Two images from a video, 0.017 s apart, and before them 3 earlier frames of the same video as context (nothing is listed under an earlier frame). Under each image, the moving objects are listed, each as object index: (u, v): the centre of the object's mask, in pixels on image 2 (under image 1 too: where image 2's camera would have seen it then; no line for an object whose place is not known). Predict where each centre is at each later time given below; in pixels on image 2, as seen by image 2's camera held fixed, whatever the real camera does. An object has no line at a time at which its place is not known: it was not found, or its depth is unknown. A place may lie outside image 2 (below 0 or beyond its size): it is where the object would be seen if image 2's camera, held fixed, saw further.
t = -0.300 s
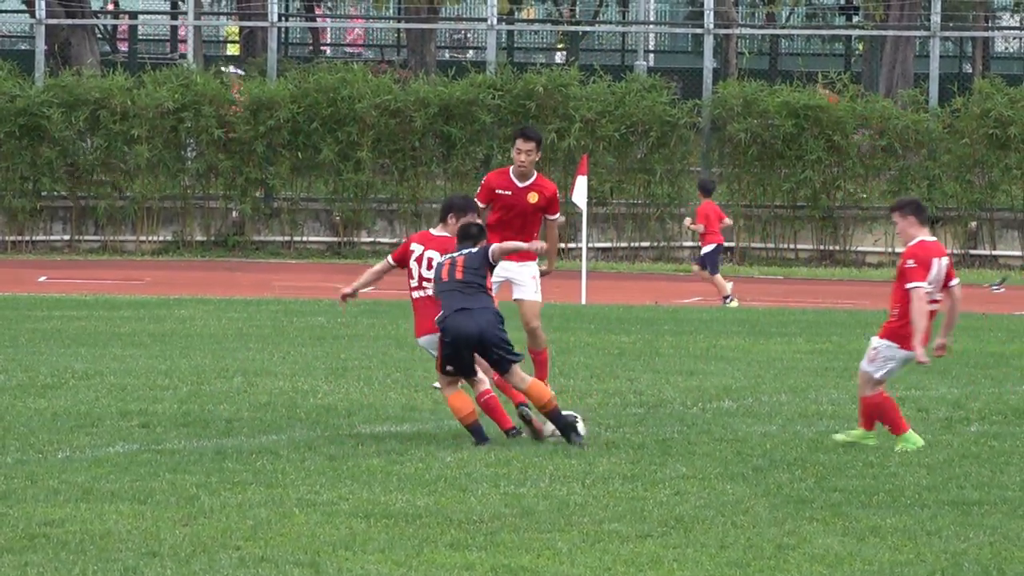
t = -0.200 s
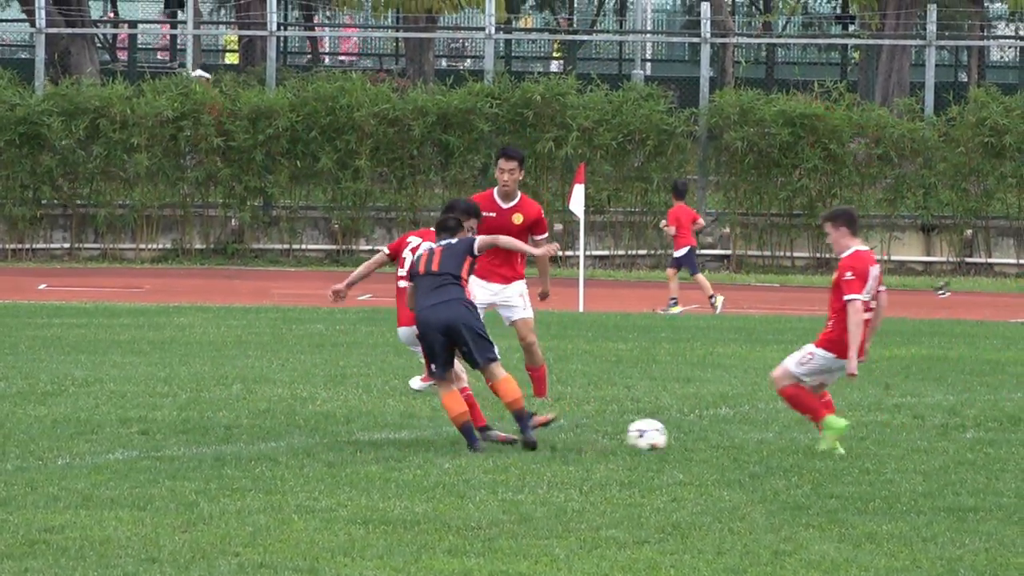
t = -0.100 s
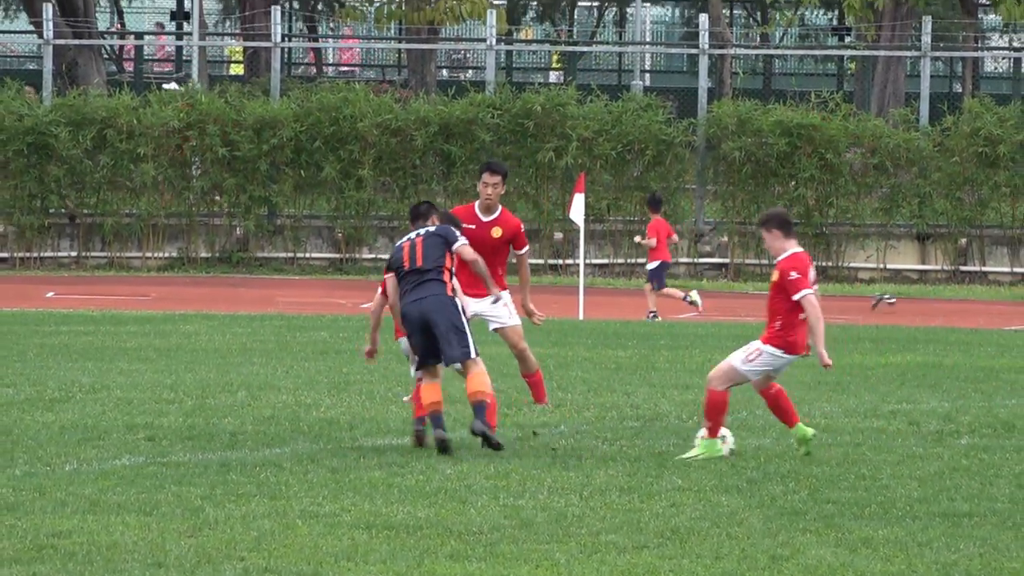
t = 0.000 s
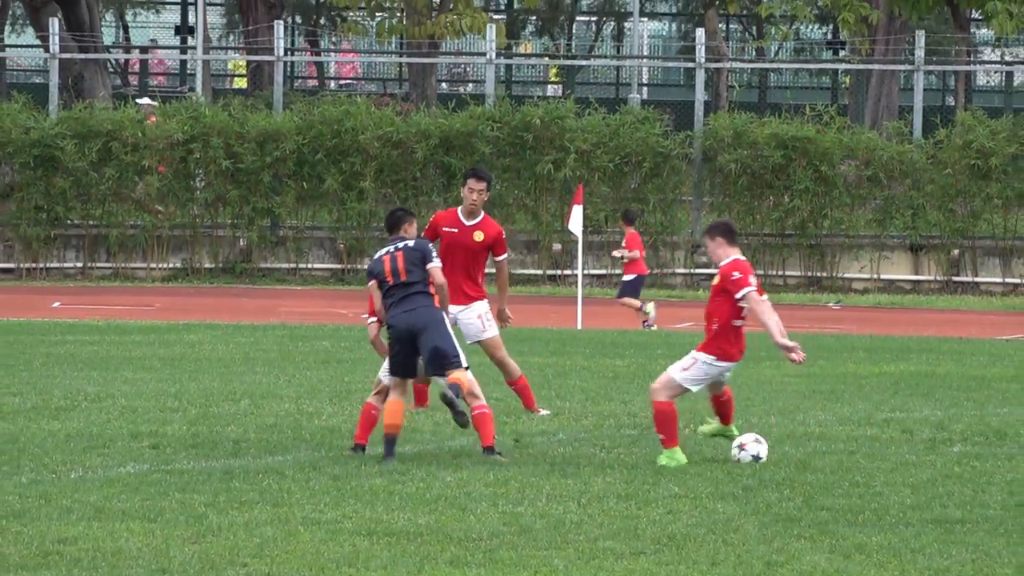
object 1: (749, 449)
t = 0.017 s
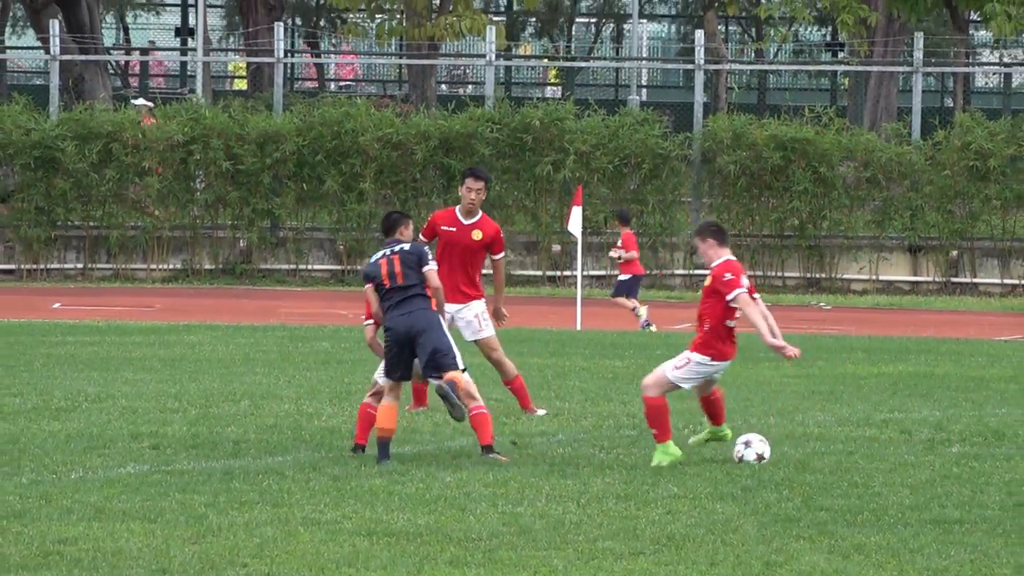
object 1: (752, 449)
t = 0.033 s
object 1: (754, 448)
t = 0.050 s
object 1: (757, 447)
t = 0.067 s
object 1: (759, 447)
